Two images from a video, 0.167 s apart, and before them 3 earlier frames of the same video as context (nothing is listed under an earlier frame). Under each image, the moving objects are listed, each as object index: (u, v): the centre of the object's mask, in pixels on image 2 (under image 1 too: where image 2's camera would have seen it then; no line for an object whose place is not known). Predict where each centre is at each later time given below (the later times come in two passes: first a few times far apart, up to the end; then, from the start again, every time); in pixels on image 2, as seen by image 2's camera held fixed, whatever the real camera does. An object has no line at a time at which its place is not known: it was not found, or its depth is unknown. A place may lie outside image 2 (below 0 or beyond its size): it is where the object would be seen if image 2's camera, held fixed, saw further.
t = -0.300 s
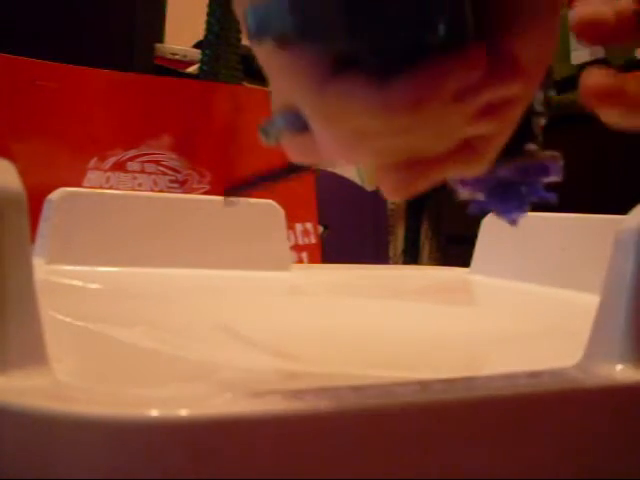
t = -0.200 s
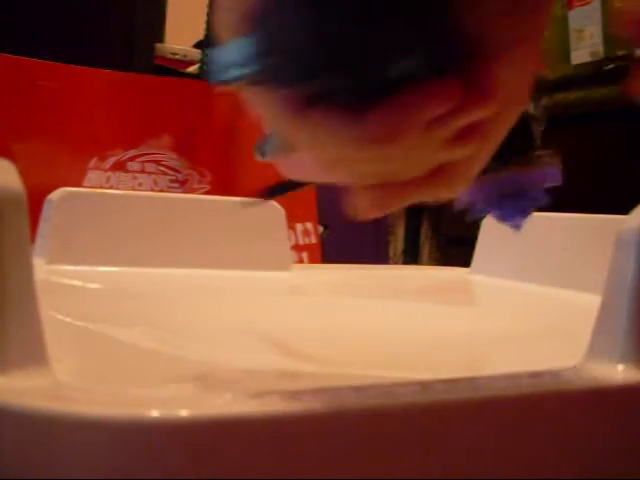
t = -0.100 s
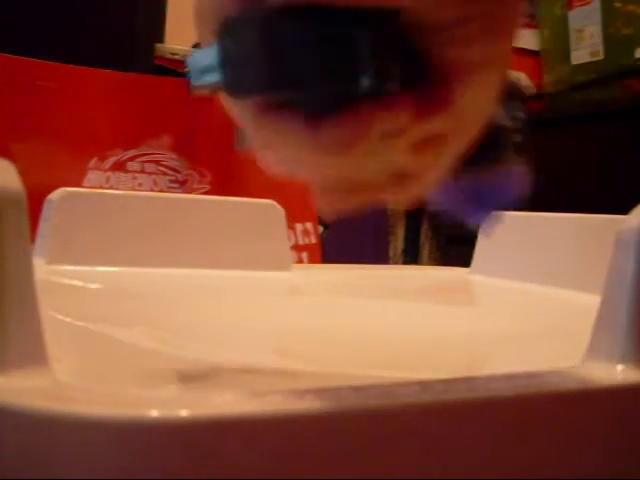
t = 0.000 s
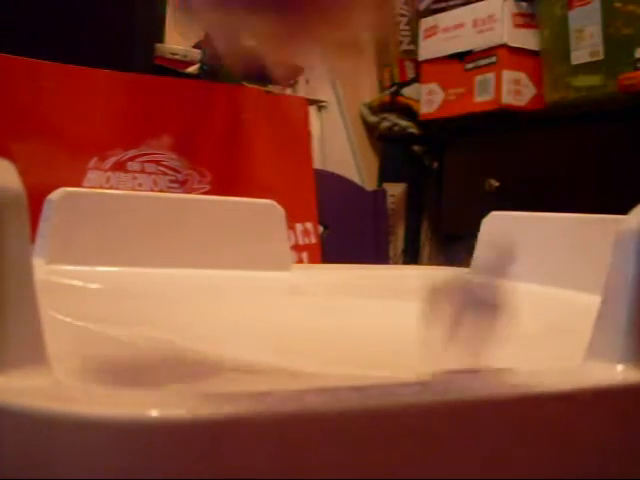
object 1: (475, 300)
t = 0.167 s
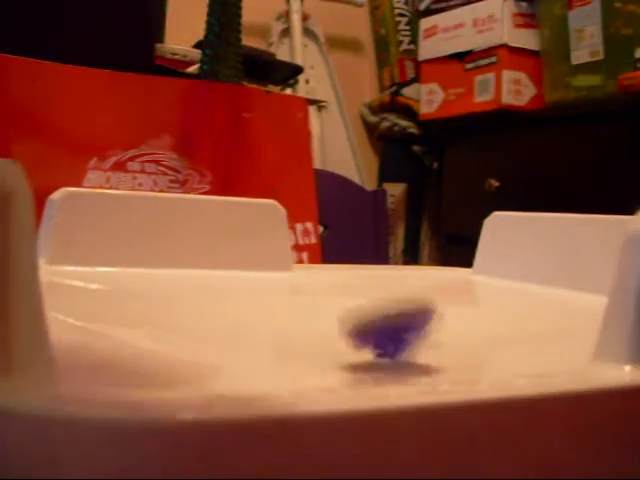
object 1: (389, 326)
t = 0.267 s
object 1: (335, 326)
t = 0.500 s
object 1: (306, 323)
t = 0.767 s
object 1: (335, 328)
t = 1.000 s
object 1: (368, 335)
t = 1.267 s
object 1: (370, 337)
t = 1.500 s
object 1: (375, 335)
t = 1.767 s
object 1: (380, 334)
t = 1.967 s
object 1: (369, 335)
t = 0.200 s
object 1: (374, 325)
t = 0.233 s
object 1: (353, 325)
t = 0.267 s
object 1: (335, 326)
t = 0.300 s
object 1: (324, 324)
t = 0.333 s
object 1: (315, 323)
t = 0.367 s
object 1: (310, 320)
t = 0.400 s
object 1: (306, 321)
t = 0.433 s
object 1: (305, 321)
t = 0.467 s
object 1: (305, 322)
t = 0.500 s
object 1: (306, 323)
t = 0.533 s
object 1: (308, 323)
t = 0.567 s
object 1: (312, 324)
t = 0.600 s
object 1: (316, 323)
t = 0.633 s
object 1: (321, 326)
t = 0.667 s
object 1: (325, 326)
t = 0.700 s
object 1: (328, 326)
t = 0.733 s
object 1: (332, 327)
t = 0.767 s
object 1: (335, 328)
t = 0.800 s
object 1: (341, 329)
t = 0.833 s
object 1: (347, 330)
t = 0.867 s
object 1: (354, 332)
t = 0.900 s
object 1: (359, 333)
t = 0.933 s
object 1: (364, 334)
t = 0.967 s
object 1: (366, 333)
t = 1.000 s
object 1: (368, 335)
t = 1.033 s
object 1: (369, 335)
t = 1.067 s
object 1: (369, 336)
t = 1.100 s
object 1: (370, 334)
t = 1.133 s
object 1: (371, 336)
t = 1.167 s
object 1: (373, 335)
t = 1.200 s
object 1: (373, 338)
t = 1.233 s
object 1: (372, 338)
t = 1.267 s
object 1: (370, 337)
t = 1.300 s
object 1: (371, 335)
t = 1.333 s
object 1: (369, 334)
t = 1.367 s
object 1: (370, 333)
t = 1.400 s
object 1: (371, 332)
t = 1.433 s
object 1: (372, 333)
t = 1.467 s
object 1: (374, 334)
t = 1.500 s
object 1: (375, 335)
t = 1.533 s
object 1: (377, 336)
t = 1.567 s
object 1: (378, 336)
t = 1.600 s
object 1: (381, 336)
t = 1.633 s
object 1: (382, 335)
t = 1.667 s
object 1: (383, 335)
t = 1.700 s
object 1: (381, 334)
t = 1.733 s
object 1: (382, 334)
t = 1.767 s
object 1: (380, 334)
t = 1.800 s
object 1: (378, 335)
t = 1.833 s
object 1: (374, 336)
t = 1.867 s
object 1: (371, 337)
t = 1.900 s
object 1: (370, 338)
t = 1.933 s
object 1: (367, 339)
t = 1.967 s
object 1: (369, 335)
